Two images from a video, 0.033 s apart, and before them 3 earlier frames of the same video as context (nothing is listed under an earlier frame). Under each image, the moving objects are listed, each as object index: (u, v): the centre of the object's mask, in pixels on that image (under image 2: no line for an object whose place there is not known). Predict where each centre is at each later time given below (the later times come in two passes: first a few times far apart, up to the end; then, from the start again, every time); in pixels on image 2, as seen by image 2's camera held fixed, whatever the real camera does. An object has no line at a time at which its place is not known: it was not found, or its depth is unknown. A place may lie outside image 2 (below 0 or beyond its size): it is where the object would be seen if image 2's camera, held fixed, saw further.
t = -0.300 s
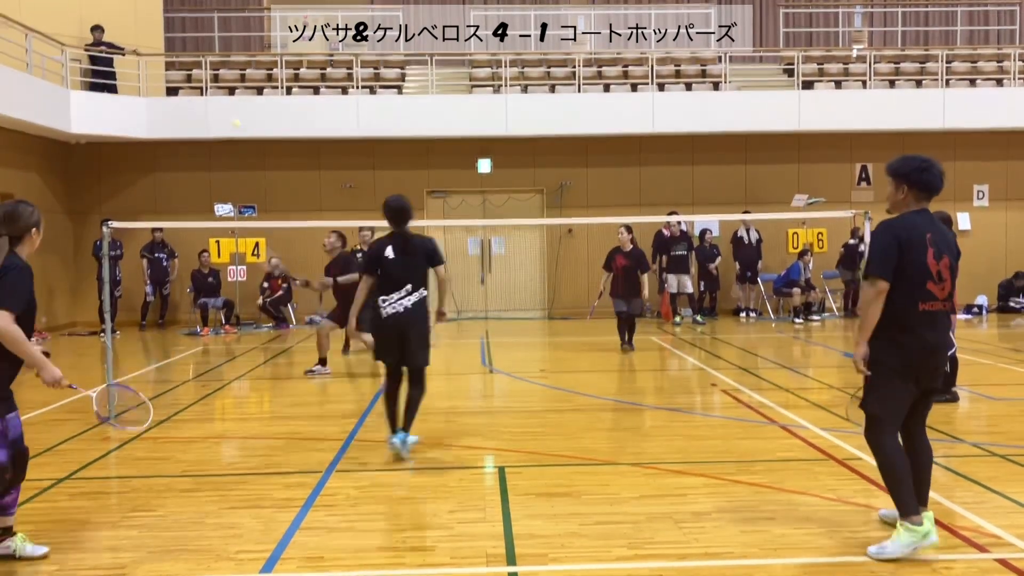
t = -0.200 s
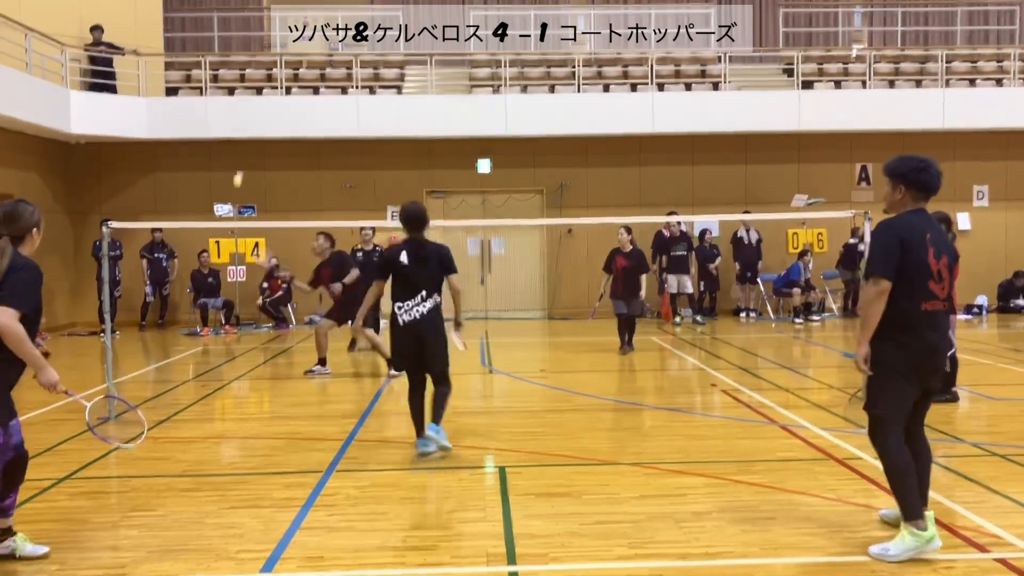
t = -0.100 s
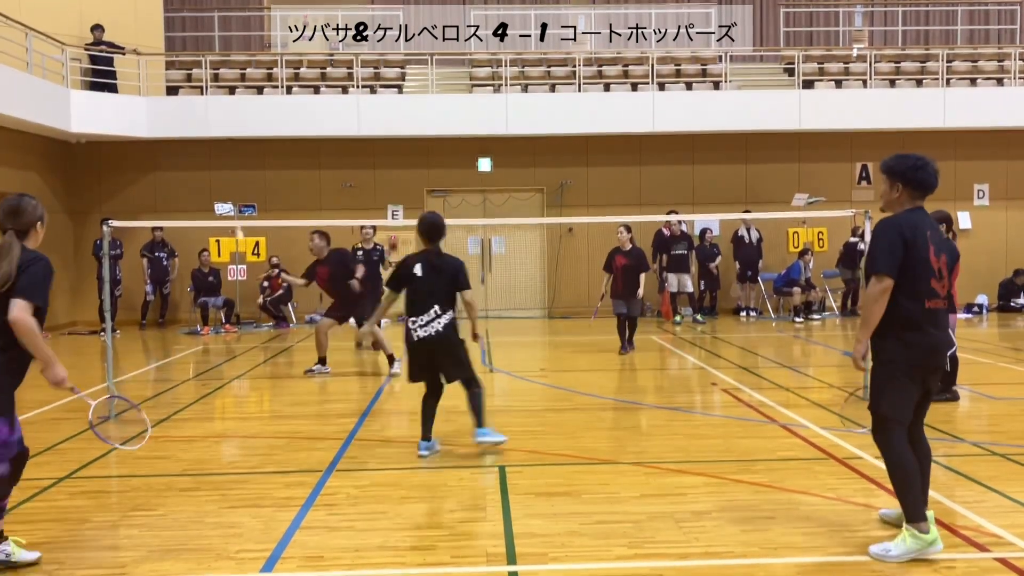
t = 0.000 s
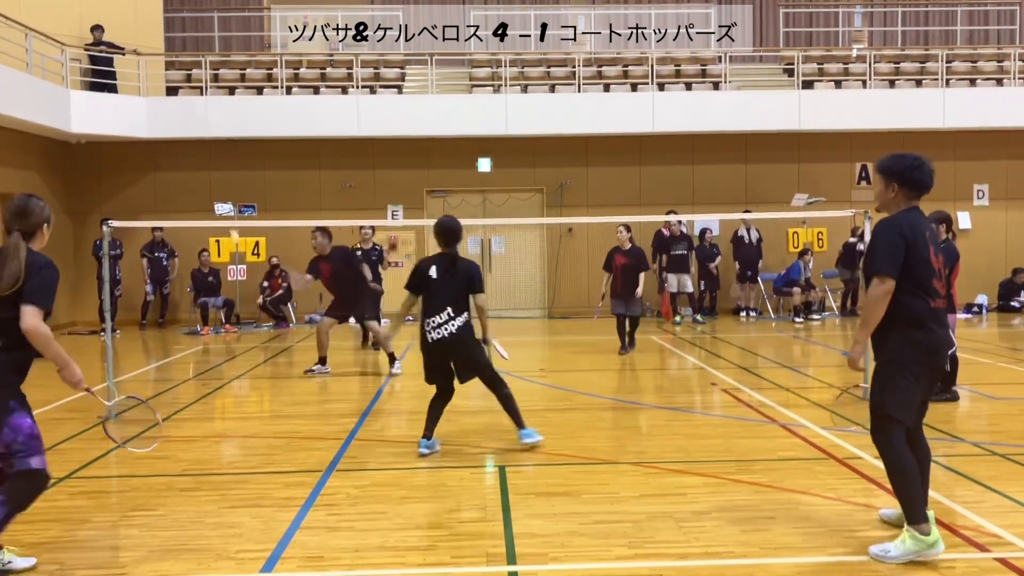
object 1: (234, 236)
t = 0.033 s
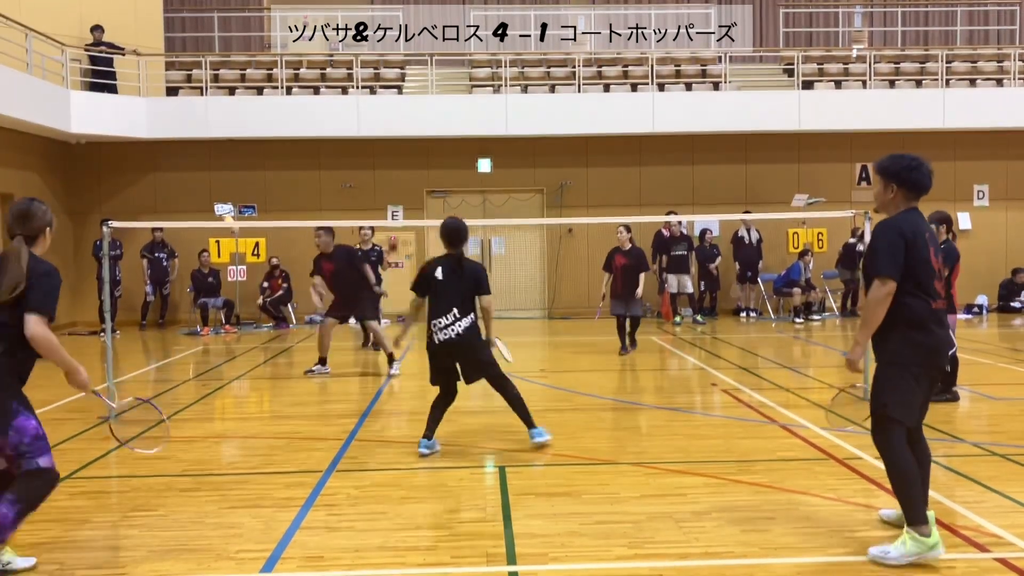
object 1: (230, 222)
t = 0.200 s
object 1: (209, 171)
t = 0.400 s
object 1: (185, 164)
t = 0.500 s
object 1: (172, 192)
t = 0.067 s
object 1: (226, 208)
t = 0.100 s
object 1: (218, 195)
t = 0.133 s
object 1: (214, 186)
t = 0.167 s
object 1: (211, 177)
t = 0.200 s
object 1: (209, 171)
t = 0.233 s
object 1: (208, 168)
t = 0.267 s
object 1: (204, 164)
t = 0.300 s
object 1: (201, 161)
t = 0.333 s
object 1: (197, 160)
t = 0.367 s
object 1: (192, 161)
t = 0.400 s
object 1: (185, 164)
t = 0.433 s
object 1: (179, 170)
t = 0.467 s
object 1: (176, 179)
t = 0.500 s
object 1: (172, 192)
